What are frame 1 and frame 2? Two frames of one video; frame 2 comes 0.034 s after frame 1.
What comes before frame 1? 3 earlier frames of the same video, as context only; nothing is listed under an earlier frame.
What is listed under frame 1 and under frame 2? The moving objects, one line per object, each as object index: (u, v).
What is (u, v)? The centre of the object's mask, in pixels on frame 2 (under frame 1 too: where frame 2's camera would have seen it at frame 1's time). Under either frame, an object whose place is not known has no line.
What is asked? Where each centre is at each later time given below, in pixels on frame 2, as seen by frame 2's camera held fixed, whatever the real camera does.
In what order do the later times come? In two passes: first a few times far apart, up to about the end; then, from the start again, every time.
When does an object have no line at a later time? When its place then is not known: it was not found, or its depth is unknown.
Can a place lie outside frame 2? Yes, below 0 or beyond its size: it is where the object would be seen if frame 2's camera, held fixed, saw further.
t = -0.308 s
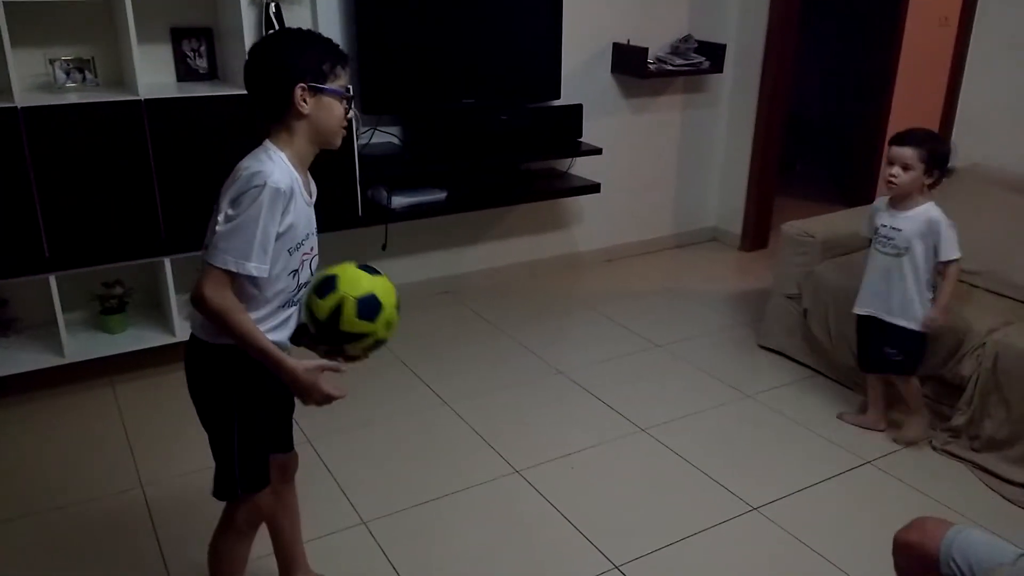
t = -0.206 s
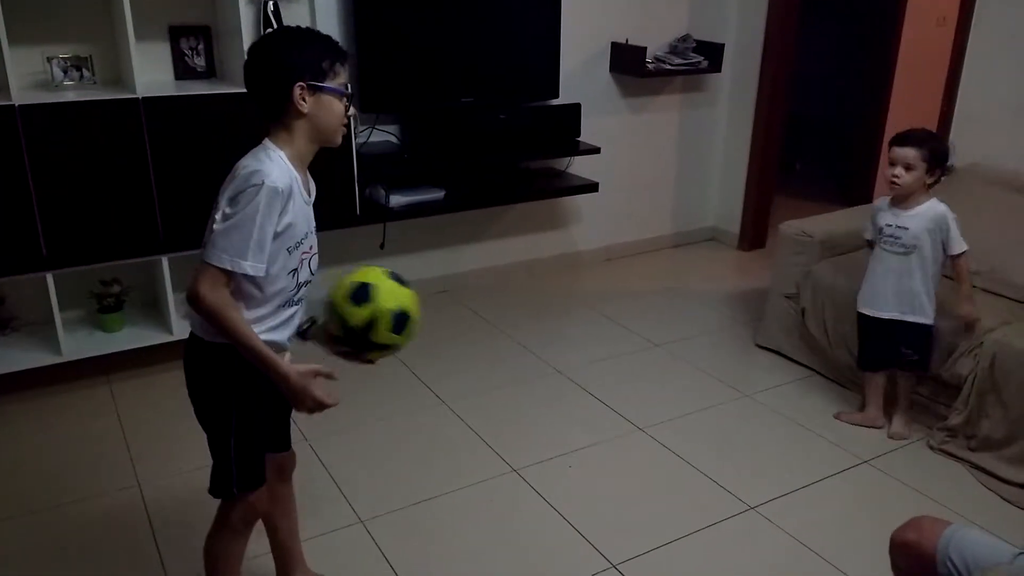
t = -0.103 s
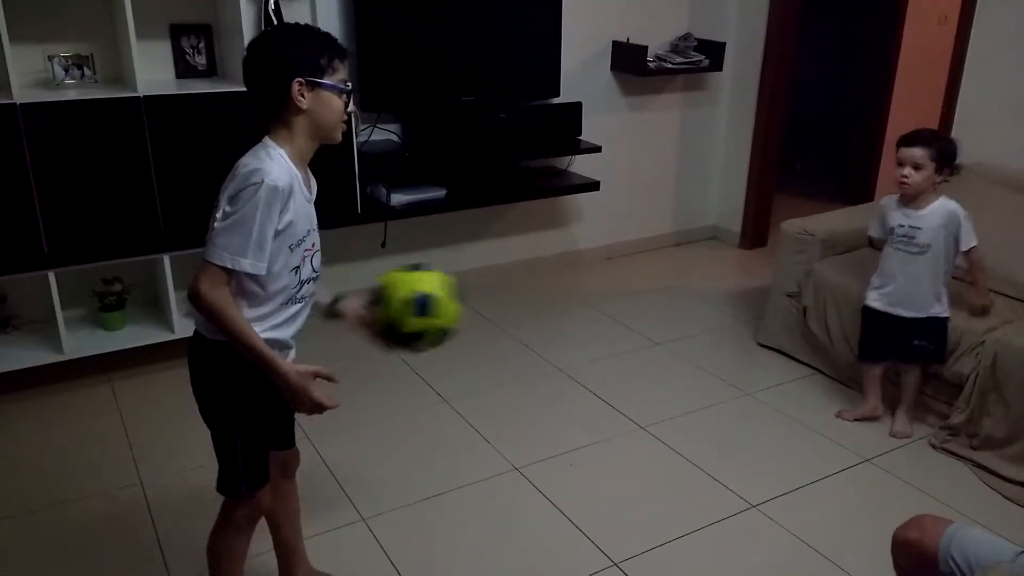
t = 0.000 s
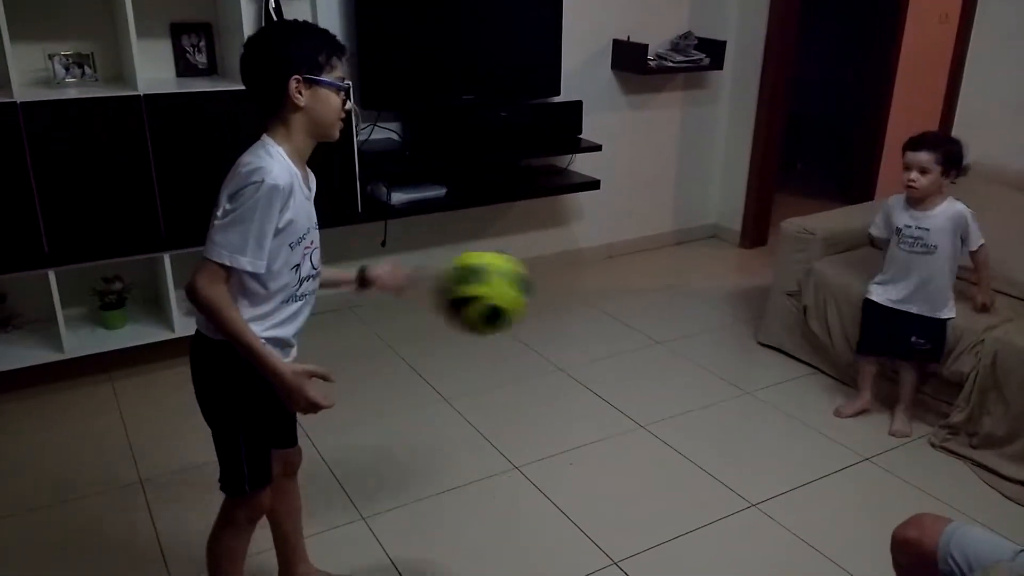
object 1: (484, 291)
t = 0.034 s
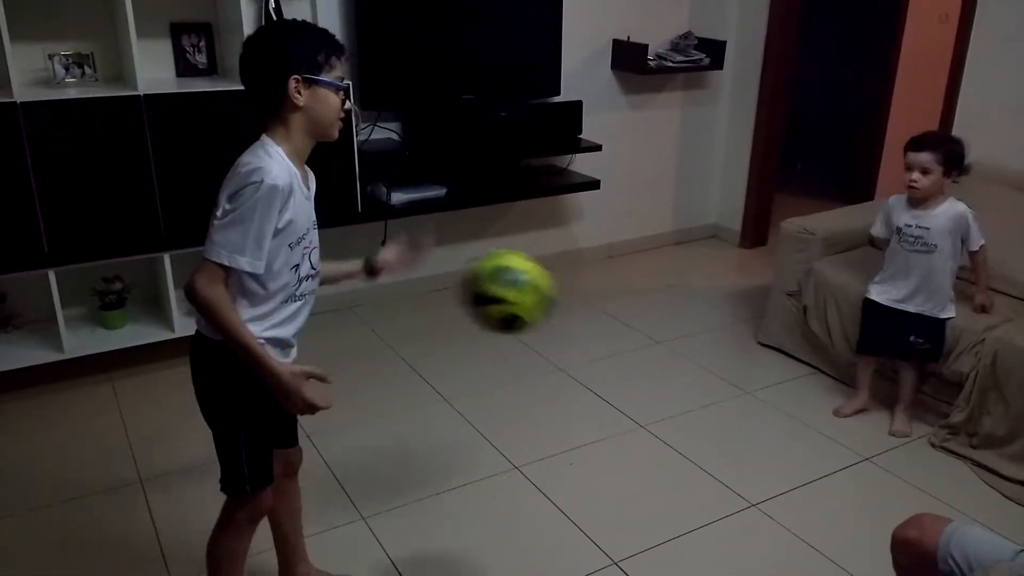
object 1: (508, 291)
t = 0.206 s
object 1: (609, 355)
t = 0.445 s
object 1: (734, 441)
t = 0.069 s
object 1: (531, 296)
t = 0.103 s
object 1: (551, 306)
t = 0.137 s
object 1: (573, 318)
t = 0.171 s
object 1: (591, 334)
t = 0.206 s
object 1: (609, 355)
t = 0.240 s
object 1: (625, 378)
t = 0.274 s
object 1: (640, 400)
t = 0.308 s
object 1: (655, 428)
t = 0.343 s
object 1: (669, 455)
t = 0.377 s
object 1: (686, 484)
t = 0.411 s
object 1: (709, 465)
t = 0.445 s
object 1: (734, 441)
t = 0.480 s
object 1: (757, 425)
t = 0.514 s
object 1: (779, 413)
